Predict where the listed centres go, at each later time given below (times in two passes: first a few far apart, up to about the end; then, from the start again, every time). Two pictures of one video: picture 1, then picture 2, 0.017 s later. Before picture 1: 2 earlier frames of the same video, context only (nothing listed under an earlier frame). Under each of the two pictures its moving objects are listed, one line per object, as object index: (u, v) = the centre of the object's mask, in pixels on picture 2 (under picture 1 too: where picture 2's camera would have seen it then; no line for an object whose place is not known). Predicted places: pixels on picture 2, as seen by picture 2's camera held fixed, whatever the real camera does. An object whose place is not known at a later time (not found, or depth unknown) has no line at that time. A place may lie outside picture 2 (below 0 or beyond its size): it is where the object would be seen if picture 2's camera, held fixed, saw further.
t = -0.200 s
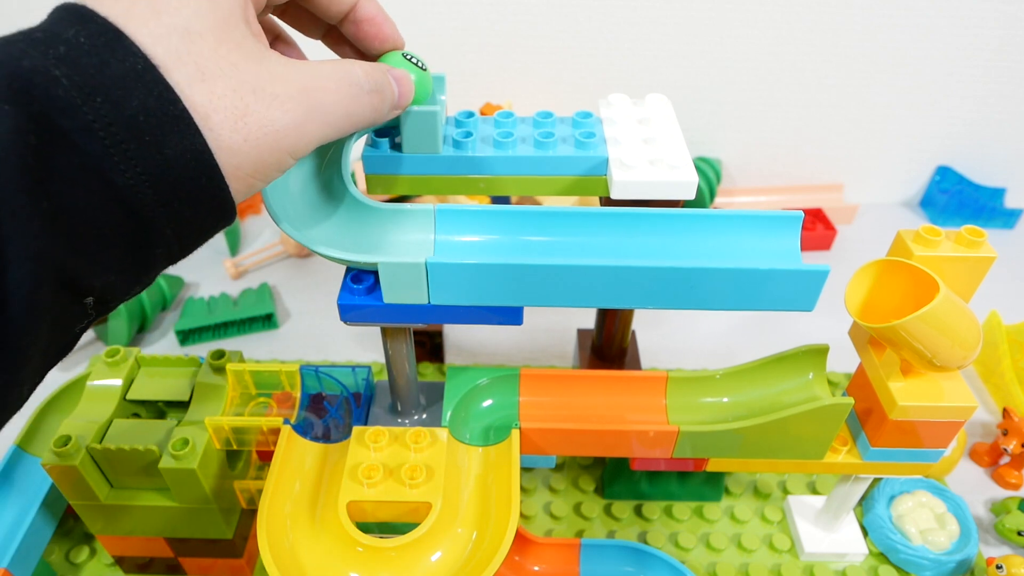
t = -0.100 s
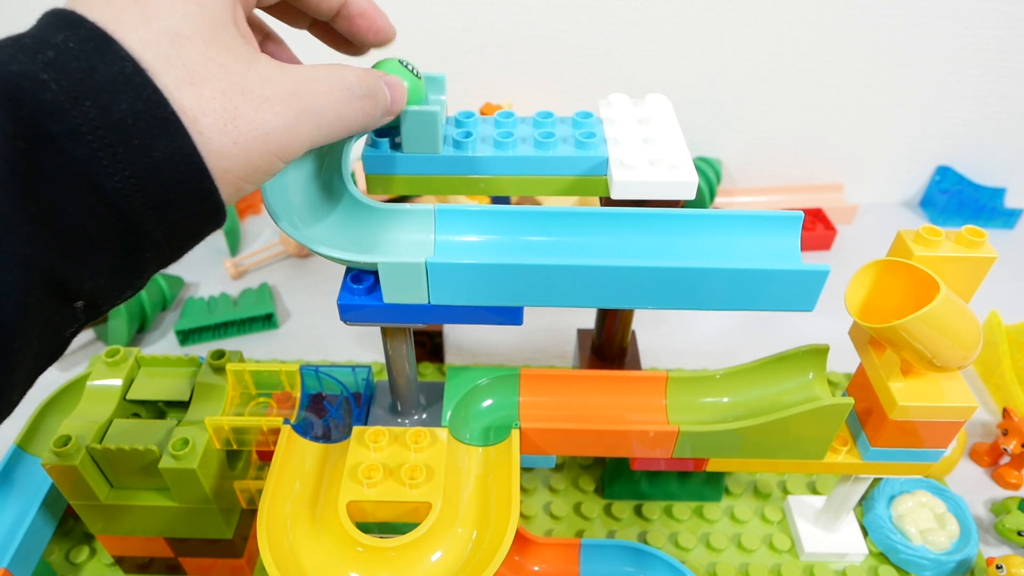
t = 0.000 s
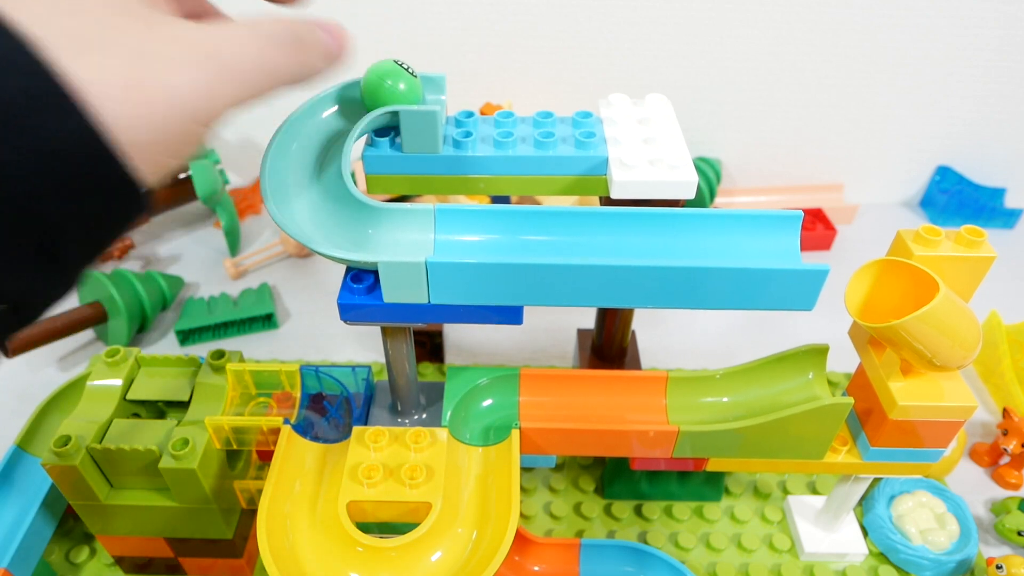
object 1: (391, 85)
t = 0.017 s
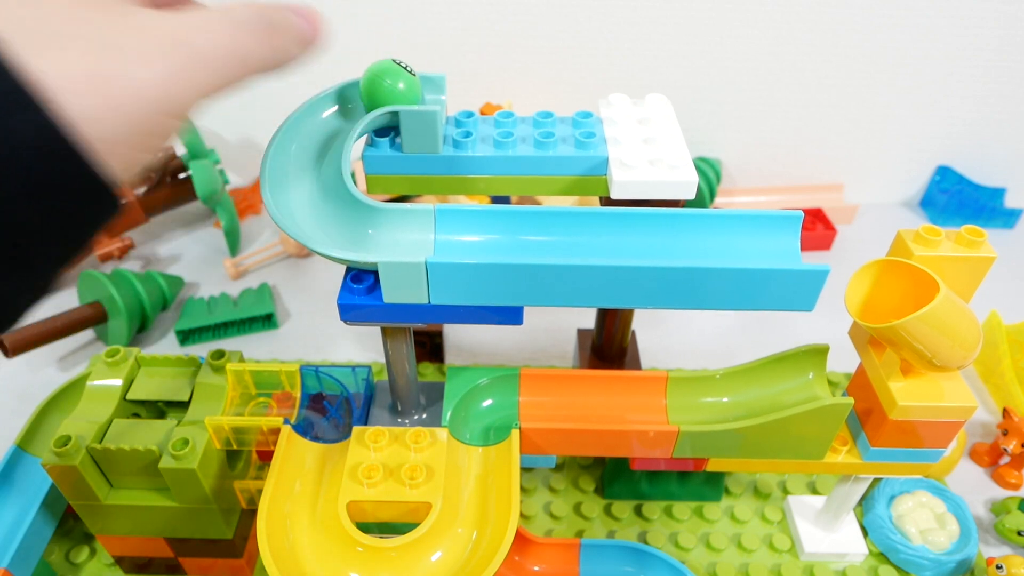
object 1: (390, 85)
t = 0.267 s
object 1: (352, 97)
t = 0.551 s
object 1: (404, 227)
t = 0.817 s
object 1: (700, 233)
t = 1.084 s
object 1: (852, 333)
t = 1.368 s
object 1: (586, 397)
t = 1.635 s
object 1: (471, 530)
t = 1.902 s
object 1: (309, 546)
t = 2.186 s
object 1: (315, 400)
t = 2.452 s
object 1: (194, 392)
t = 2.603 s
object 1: (154, 413)
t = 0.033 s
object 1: (389, 85)
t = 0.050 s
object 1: (388, 86)
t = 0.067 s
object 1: (387, 86)
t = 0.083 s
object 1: (385, 86)
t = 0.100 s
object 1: (384, 86)
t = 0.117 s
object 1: (382, 87)
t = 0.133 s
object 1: (380, 87)
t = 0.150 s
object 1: (377, 87)
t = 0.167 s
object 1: (375, 87)
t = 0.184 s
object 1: (372, 88)
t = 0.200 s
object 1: (369, 90)
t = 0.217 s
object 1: (365, 91)
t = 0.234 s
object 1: (361, 92)
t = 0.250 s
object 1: (356, 94)
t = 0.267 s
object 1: (352, 97)
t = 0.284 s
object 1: (347, 100)
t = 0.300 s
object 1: (341, 104)
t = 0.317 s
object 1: (335, 109)
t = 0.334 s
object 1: (328, 115)
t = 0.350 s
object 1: (322, 122)
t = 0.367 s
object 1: (316, 130)
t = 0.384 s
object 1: (310, 141)
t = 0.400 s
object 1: (306, 152)
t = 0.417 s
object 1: (302, 166)
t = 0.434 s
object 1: (303, 179)
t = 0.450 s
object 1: (306, 192)
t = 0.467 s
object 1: (316, 205)
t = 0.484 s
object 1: (328, 215)
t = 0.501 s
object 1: (345, 222)
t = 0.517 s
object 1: (365, 226)
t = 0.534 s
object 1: (384, 227)
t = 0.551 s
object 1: (404, 227)
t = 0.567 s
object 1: (424, 226)
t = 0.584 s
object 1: (443, 228)
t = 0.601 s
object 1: (463, 229)
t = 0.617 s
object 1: (483, 229)
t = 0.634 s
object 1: (500, 229)
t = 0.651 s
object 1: (518, 229)
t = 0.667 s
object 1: (538, 230)
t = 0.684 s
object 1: (556, 230)
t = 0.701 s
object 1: (575, 231)
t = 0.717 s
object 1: (594, 231)
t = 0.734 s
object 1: (613, 231)
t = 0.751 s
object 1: (629, 231)
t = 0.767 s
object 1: (647, 232)
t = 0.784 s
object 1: (666, 232)
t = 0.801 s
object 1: (683, 232)
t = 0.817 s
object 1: (700, 233)
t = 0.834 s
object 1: (718, 234)
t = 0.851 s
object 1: (737, 235)
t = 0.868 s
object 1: (754, 235)
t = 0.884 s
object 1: (773, 235)
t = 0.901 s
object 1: (792, 235)
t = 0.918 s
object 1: (808, 236)
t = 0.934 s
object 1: (824, 238)
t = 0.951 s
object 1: (840, 244)
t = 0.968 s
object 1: (852, 258)
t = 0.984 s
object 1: (861, 280)
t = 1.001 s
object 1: (869, 295)
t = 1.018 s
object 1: (867, 303)
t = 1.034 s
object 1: (862, 315)
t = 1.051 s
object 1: (861, 326)
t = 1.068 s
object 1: (857, 331)
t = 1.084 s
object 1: (852, 333)
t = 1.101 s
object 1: (848, 333)
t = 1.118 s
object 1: (843, 333)
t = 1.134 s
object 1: (838, 333)
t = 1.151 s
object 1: (831, 334)
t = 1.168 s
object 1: (820, 338)
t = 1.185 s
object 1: (804, 346)
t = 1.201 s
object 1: (787, 358)
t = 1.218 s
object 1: (769, 376)
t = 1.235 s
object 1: (749, 391)
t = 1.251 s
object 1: (728, 396)
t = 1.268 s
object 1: (700, 399)
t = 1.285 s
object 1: (681, 398)
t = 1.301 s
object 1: (661, 399)
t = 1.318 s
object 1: (638, 399)
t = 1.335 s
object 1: (621, 397)
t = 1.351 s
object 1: (603, 397)
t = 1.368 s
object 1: (586, 397)
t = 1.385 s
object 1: (567, 397)
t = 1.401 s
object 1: (549, 397)
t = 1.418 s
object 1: (526, 396)
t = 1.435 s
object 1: (507, 397)
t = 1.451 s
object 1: (493, 401)
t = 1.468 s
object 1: (484, 413)
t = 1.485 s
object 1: (479, 422)
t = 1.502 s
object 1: (478, 435)
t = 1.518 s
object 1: (479, 448)
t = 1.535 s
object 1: (479, 461)
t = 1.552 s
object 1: (476, 473)
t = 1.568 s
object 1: (477, 485)
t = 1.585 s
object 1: (478, 496)
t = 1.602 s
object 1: (476, 508)
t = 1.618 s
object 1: (474, 519)
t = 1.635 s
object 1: (471, 530)
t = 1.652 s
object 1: (465, 540)
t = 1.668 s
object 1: (456, 547)
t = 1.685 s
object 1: (449, 552)
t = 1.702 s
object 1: (439, 556)
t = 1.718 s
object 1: (427, 559)
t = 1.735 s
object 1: (416, 561)
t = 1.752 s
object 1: (403, 563)
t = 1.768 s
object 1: (391, 563)
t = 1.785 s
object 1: (379, 564)
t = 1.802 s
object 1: (367, 563)
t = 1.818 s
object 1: (355, 562)
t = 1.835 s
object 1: (344, 560)
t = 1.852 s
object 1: (334, 558)
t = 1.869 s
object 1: (324, 555)
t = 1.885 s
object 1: (316, 551)
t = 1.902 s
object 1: (309, 546)
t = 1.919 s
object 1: (305, 538)
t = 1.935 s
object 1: (303, 528)
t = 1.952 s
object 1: (301, 519)
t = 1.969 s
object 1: (301, 508)
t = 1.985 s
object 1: (303, 499)
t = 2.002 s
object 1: (306, 489)
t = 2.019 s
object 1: (309, 479)
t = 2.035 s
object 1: (311, 469)
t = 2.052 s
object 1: (313, 459)
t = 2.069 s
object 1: (316, 450)
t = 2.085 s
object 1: (318, 442)
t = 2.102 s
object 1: (320, 433)
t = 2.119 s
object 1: (321, 425)
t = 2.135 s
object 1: (323, 418)
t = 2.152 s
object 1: (322, 412)
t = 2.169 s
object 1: (319, 405)
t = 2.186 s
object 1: (315, 400)
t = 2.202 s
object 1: (308, 396)
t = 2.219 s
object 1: (300, 393)
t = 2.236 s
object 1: (292, 392)
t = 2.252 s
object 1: (284, 392)
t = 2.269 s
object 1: (275, 392)
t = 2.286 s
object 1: (267, 392)
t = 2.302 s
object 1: (258, 392)
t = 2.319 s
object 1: (250, 392)
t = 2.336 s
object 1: (241, 392)
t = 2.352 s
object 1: (232, 391)
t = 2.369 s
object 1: (224, 391)
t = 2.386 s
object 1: (218, 390)
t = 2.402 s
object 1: (212, 390)
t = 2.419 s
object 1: (206, 391)
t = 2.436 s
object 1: (200, 391)
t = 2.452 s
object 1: (194, 392)
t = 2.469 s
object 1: (187, 392)
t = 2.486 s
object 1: (180, 392)
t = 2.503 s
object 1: (173, 393)
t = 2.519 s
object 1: (166, 394)
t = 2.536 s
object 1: (159, 397)
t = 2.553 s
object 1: (153, 401)
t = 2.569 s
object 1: (149, 405)
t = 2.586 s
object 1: (146, 409)
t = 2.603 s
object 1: (154, 413)
